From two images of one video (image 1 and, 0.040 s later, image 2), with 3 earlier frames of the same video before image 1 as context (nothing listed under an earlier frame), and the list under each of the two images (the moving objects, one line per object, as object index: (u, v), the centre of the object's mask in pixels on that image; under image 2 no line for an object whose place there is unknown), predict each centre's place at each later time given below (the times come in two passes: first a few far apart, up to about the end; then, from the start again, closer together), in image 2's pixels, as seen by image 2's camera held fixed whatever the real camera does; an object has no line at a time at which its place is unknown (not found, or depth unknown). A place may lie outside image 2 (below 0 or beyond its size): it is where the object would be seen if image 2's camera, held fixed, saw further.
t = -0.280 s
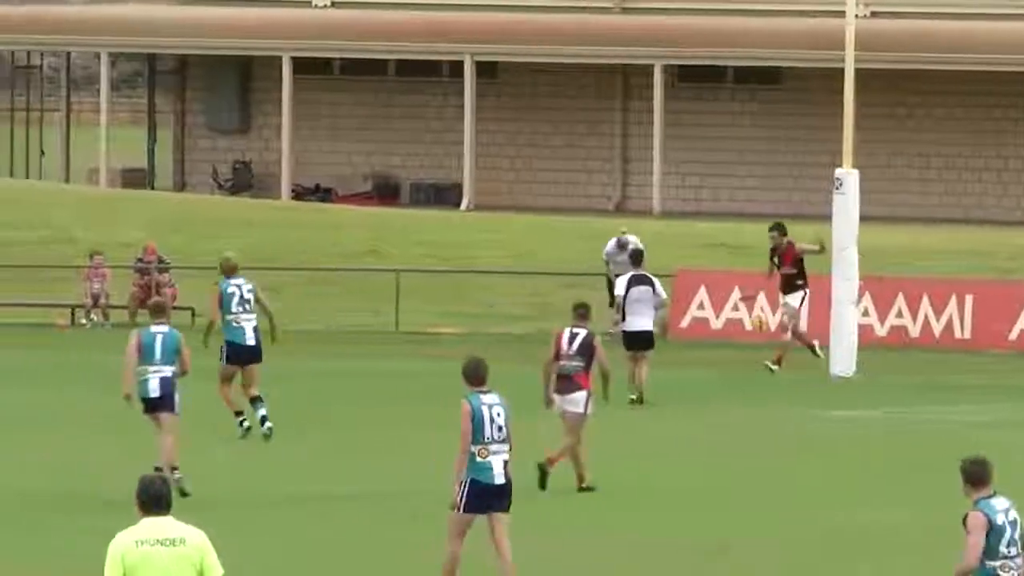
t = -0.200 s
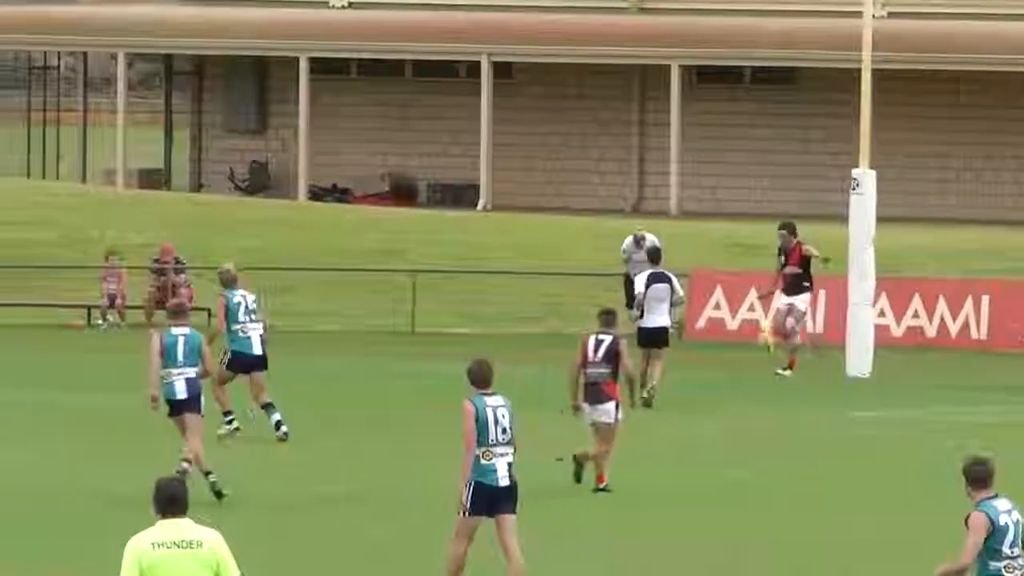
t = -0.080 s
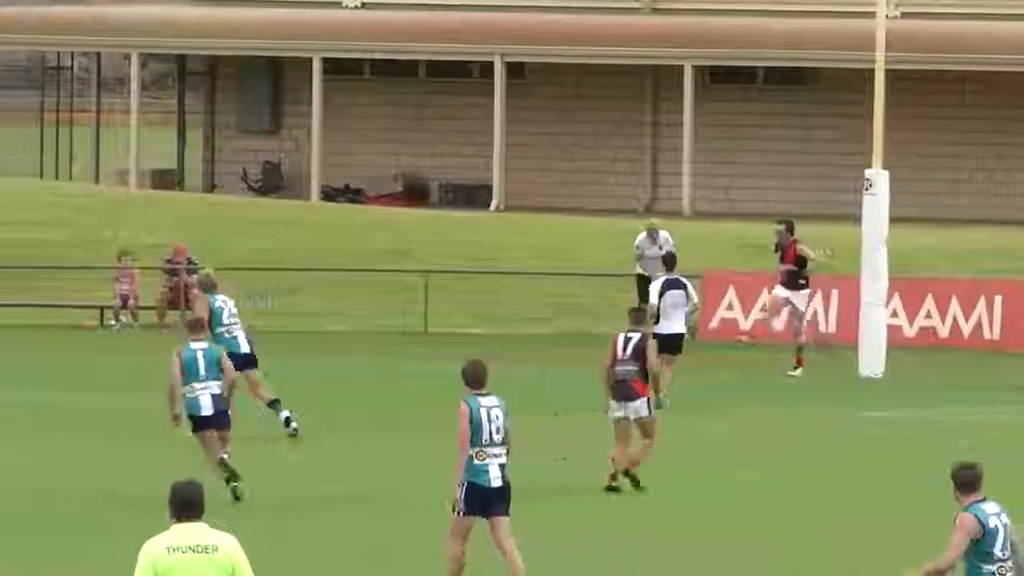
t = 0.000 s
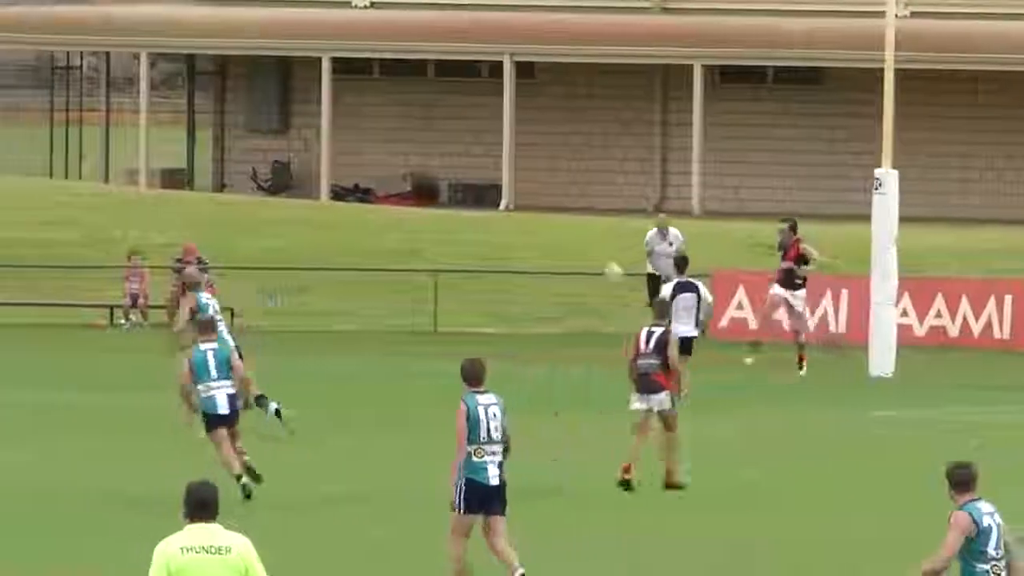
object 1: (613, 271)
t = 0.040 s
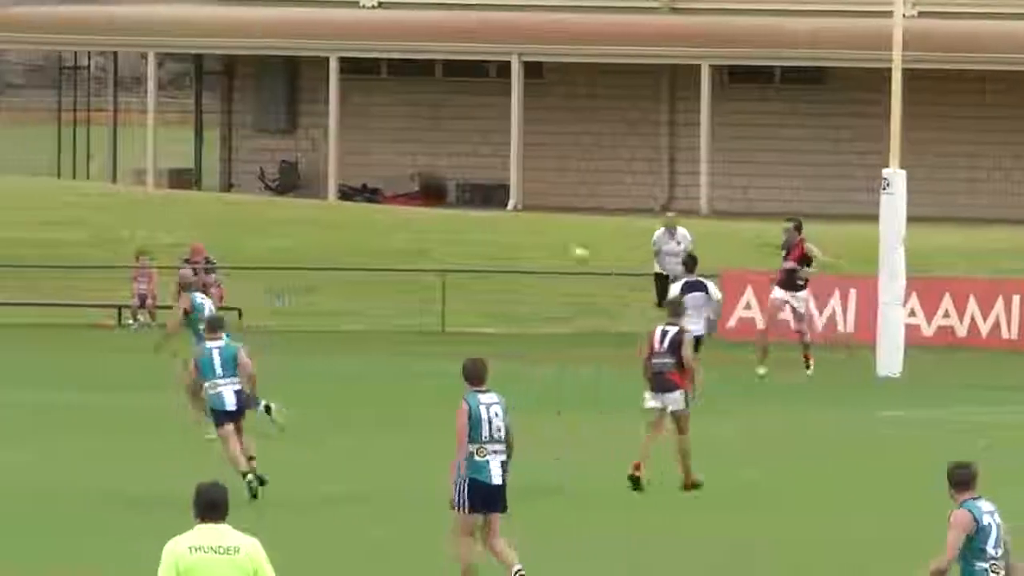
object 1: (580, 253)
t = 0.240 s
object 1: (375, 169)
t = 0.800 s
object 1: (-188, 39)
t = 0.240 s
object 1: (375, 169)
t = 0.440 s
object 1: (172, 104)
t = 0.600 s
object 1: (7, 68)
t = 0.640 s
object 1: (-37, 57)
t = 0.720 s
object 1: (-115, 47)
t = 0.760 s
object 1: (-153, 43)
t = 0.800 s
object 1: (-188, 39)
